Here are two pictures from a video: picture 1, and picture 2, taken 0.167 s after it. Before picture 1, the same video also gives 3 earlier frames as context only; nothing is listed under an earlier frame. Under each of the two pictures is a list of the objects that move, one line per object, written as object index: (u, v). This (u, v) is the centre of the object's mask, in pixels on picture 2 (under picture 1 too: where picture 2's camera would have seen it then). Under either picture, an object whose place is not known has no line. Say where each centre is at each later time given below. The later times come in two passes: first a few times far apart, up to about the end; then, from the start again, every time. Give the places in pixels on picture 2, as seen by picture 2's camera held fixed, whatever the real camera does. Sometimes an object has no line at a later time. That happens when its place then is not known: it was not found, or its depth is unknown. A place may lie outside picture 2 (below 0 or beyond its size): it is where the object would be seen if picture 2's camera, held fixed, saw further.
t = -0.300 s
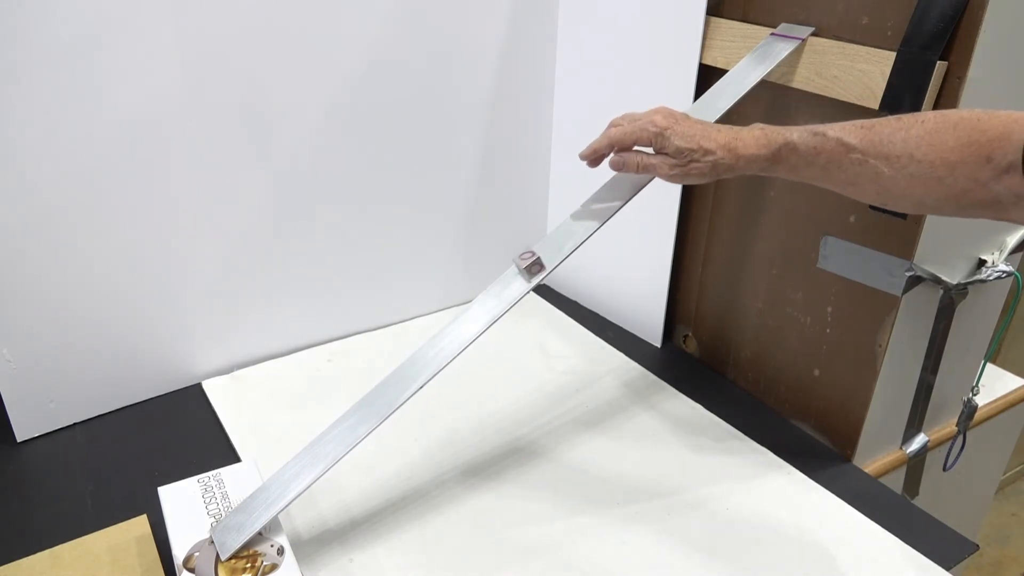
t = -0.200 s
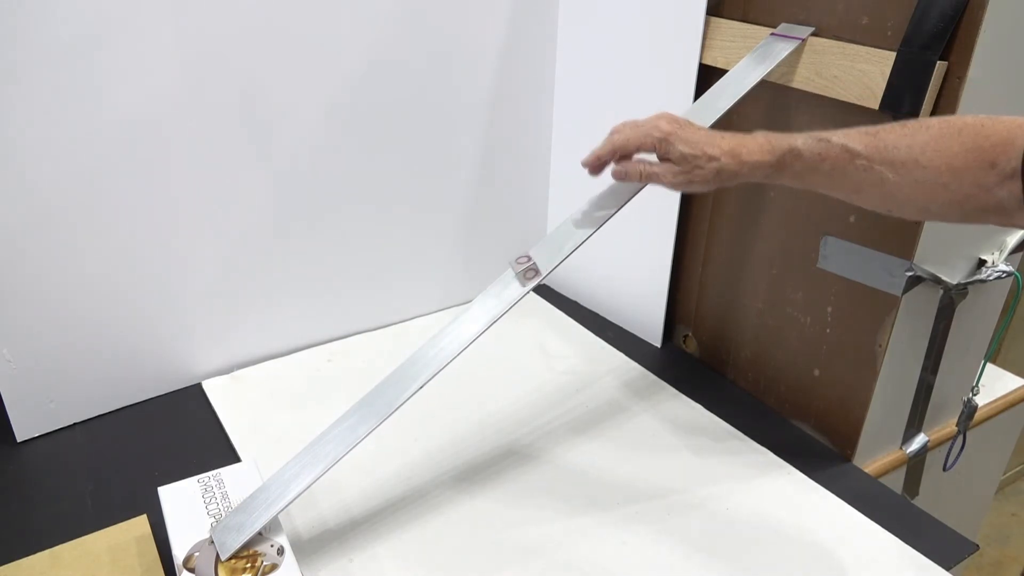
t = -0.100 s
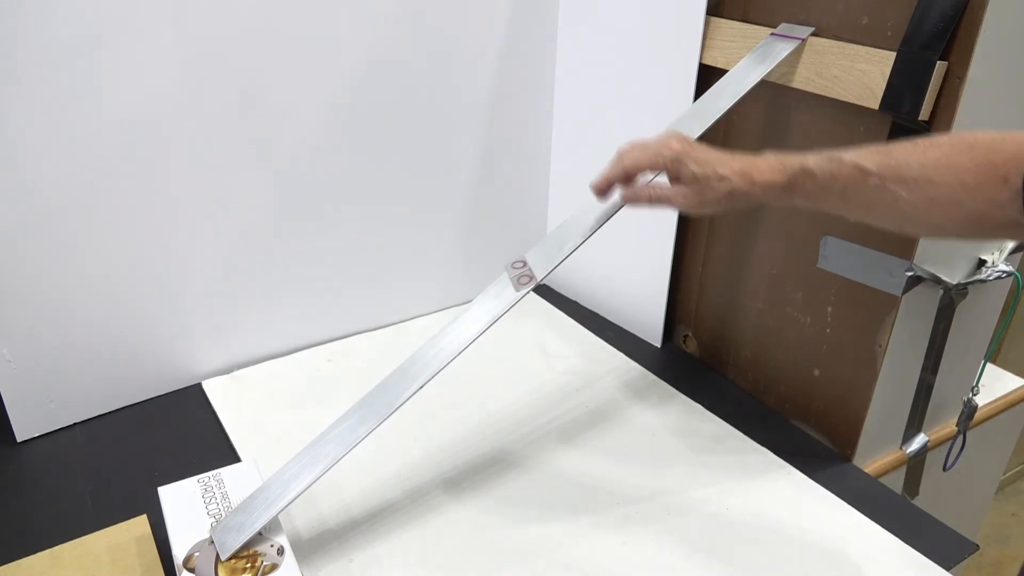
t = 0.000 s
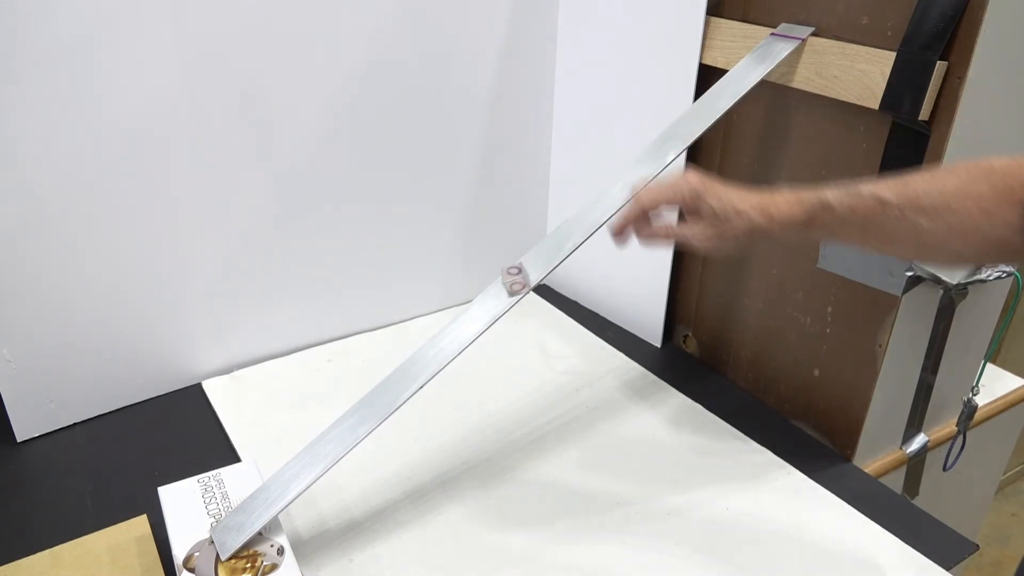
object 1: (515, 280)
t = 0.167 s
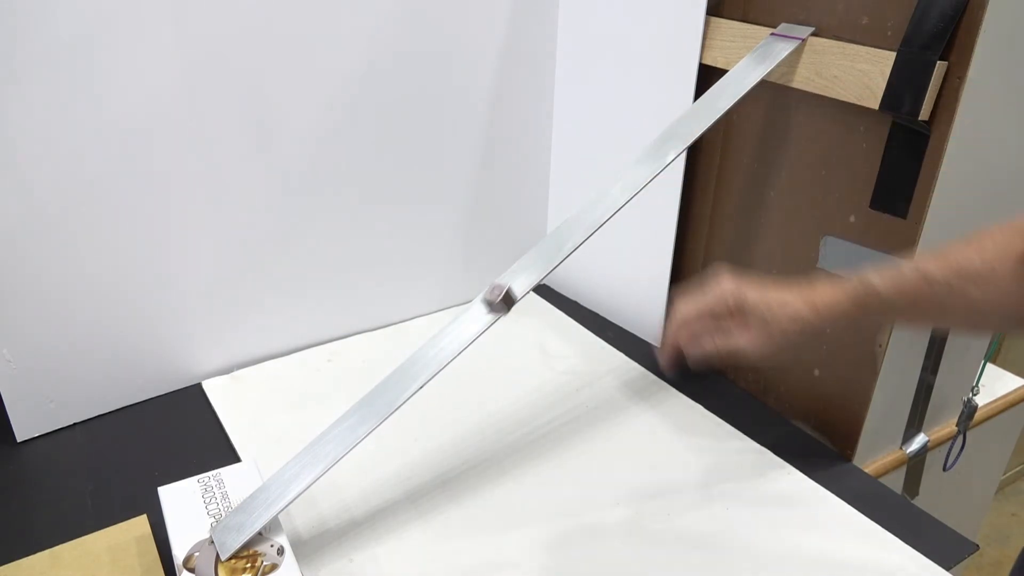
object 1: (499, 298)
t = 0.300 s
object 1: (470, 325)
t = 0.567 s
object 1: (433, 354)
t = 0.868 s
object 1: (389, 398)
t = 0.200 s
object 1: (493, 304)
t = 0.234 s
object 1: (486, 310)
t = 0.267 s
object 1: (478, 317)
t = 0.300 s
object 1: (470, 325)
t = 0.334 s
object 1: (463, 331)
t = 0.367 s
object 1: (456, 335)
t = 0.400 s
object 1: (450, 340)
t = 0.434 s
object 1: (445, 343)
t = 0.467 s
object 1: (441, 347)
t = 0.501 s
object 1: (438, 350)
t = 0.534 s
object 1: (436, 352)
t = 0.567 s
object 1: (433, 354)
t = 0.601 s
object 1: (431, 357)
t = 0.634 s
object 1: (428, 360)
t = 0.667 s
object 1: (424, 364)
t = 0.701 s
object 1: (422, 367)
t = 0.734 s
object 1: (417, 371)
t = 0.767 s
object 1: (410, 378)
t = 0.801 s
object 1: (403, 385)
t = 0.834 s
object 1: (395, 393)
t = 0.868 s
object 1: (389, 398)
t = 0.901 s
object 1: (381, 403)
